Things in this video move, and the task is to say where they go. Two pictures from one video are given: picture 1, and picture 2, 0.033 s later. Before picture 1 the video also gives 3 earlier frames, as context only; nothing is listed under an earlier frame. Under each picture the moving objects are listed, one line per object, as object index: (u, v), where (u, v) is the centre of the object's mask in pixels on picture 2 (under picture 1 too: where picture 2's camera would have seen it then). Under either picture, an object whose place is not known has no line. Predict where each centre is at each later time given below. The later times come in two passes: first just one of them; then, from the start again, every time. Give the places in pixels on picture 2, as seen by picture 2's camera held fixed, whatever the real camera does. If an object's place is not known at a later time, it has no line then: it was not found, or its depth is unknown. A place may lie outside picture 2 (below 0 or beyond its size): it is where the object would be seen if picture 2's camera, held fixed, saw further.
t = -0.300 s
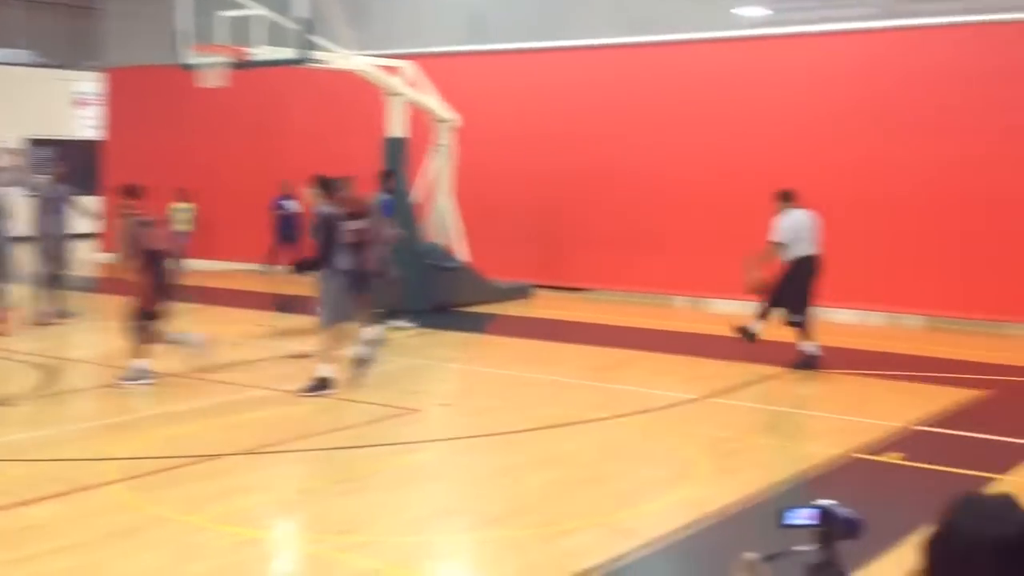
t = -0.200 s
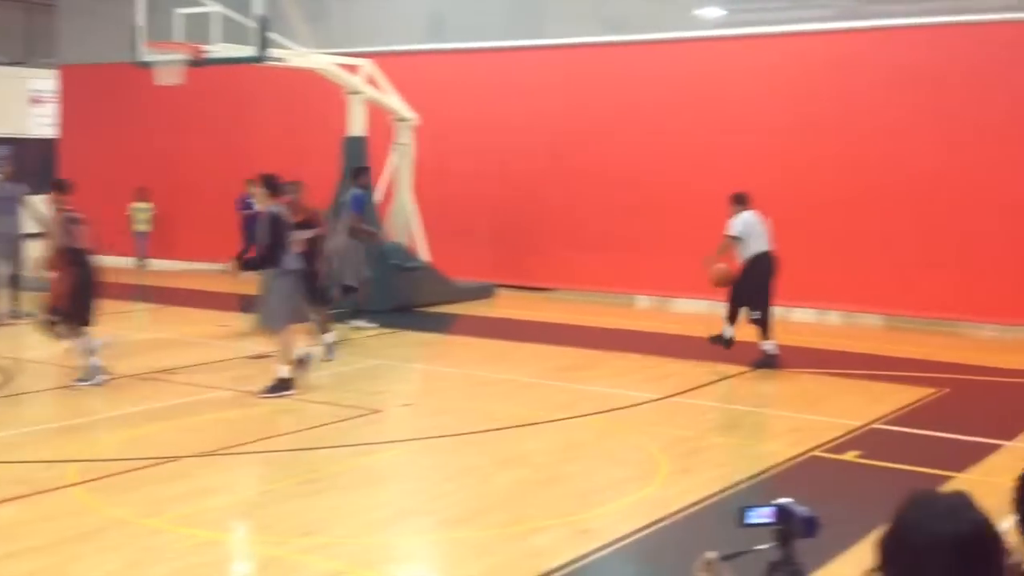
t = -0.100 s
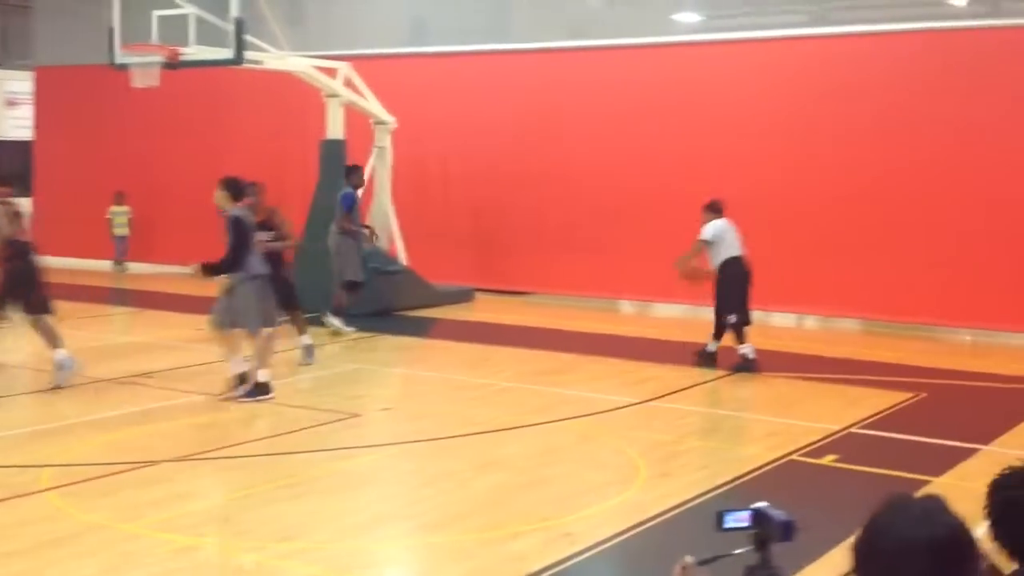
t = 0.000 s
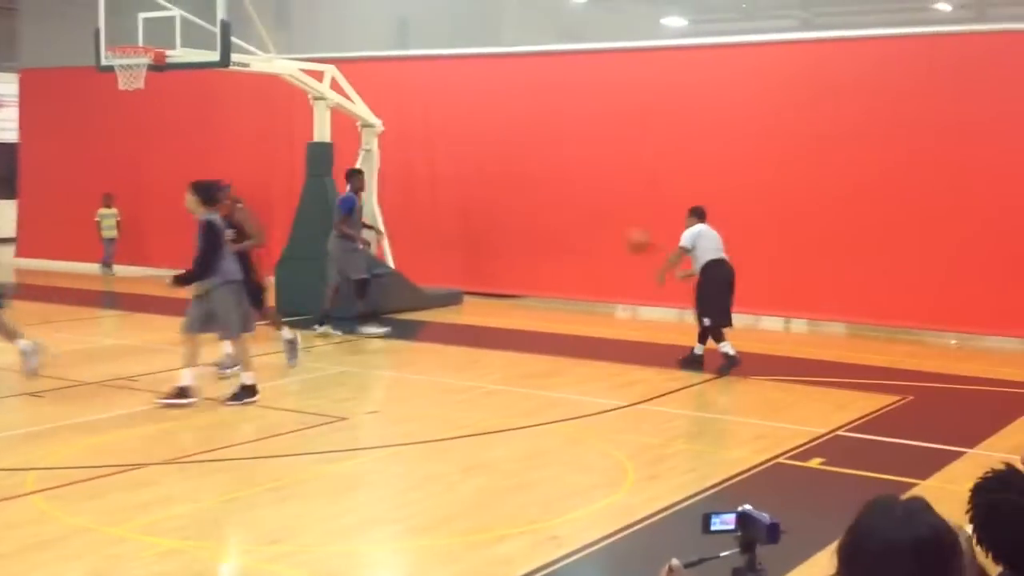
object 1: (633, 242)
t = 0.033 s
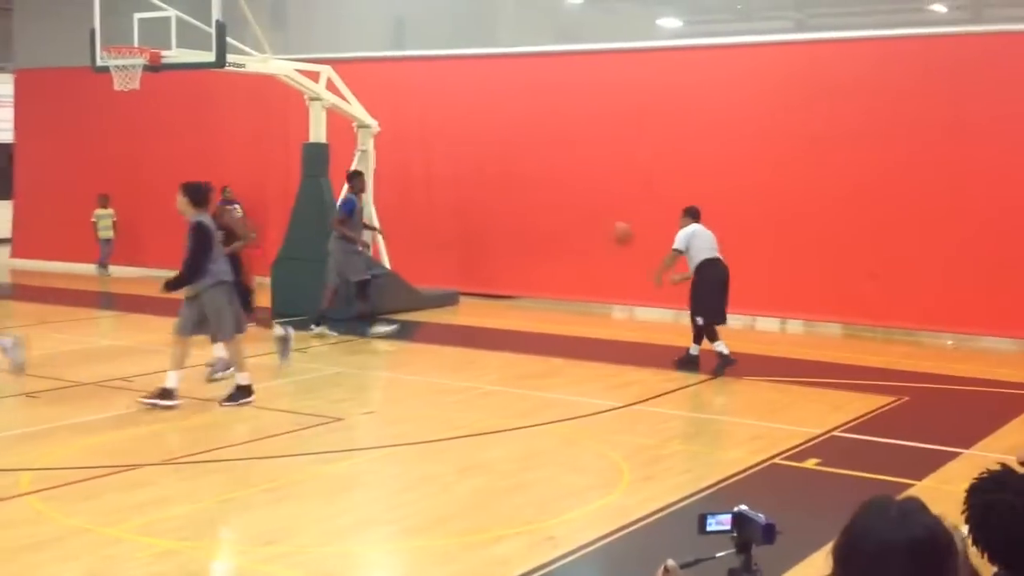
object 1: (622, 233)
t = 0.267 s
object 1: (527, 203)
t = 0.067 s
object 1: (607, 225)
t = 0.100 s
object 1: (594, 220)
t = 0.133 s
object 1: (581, 214)
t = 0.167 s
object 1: (567, 210)
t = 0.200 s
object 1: (554, 206)
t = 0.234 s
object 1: (541, 204)
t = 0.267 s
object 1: (527, 203)
